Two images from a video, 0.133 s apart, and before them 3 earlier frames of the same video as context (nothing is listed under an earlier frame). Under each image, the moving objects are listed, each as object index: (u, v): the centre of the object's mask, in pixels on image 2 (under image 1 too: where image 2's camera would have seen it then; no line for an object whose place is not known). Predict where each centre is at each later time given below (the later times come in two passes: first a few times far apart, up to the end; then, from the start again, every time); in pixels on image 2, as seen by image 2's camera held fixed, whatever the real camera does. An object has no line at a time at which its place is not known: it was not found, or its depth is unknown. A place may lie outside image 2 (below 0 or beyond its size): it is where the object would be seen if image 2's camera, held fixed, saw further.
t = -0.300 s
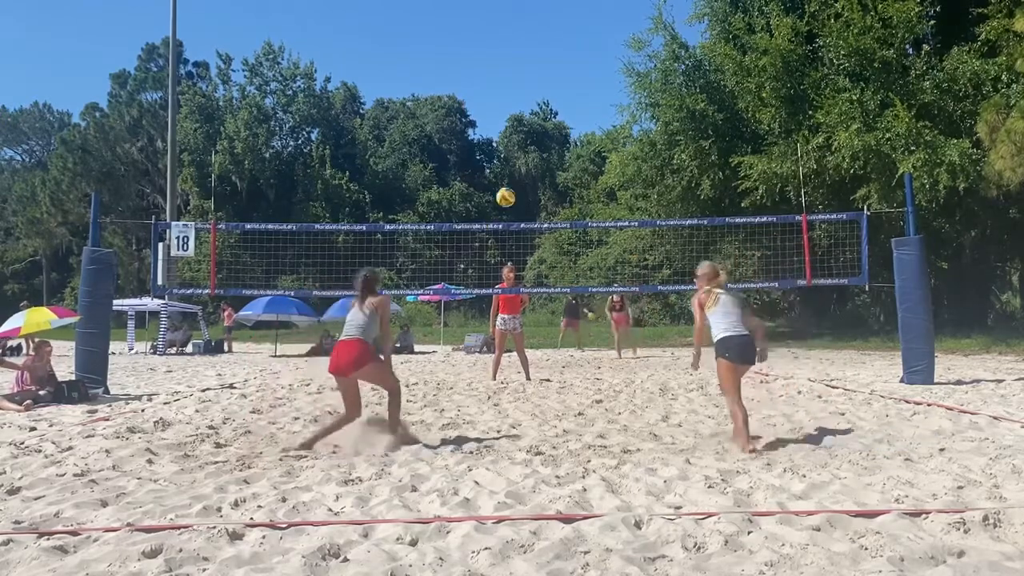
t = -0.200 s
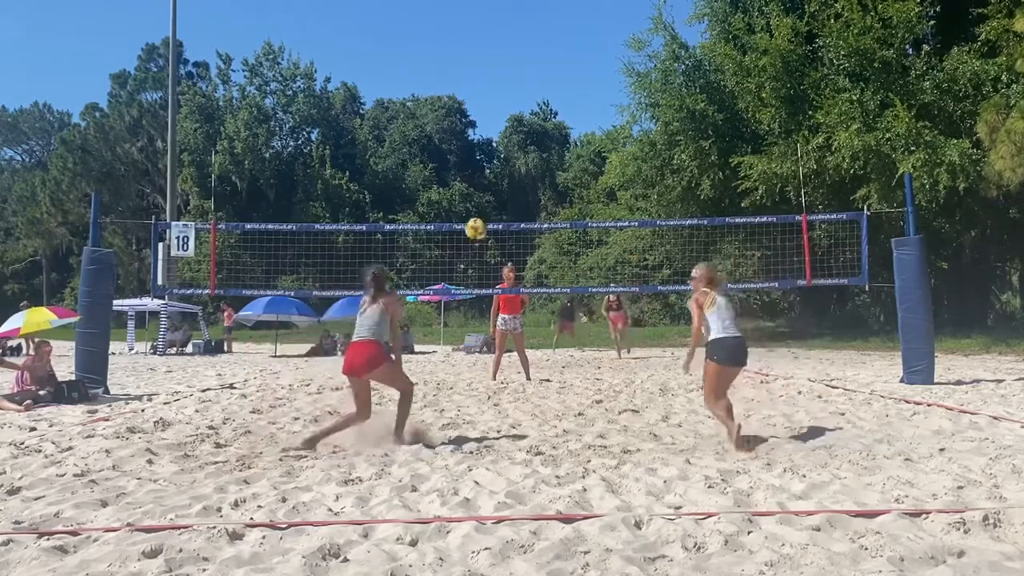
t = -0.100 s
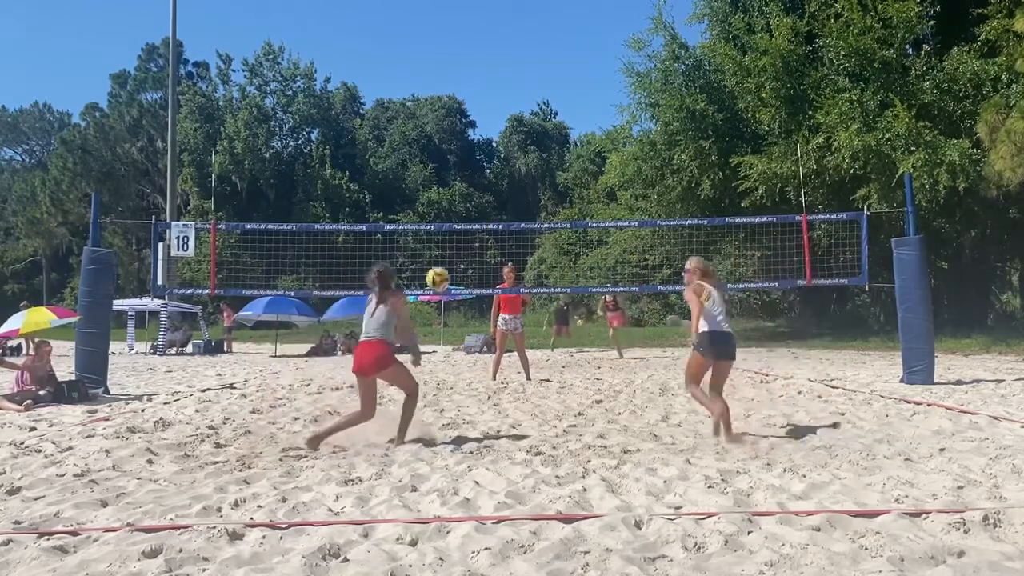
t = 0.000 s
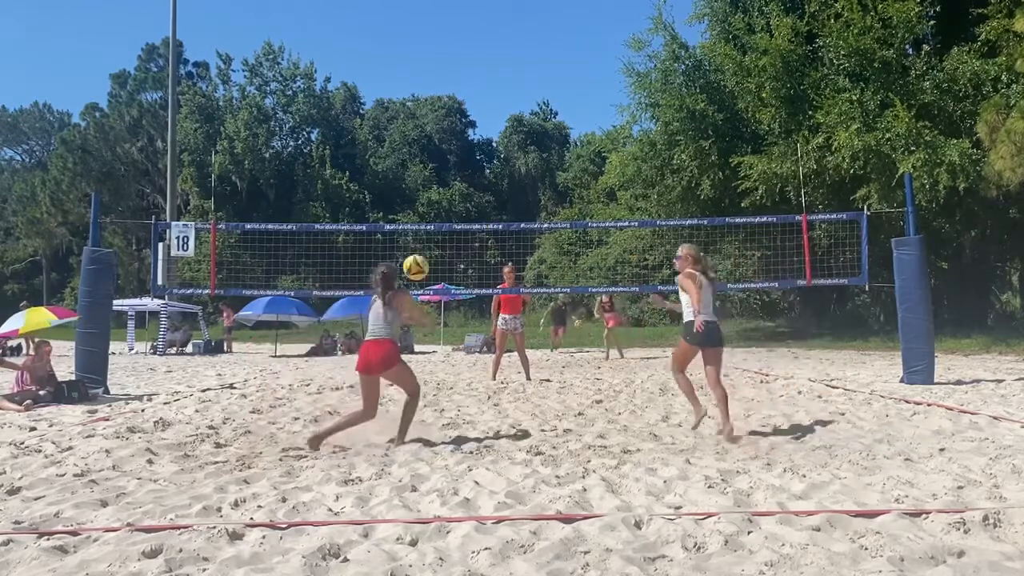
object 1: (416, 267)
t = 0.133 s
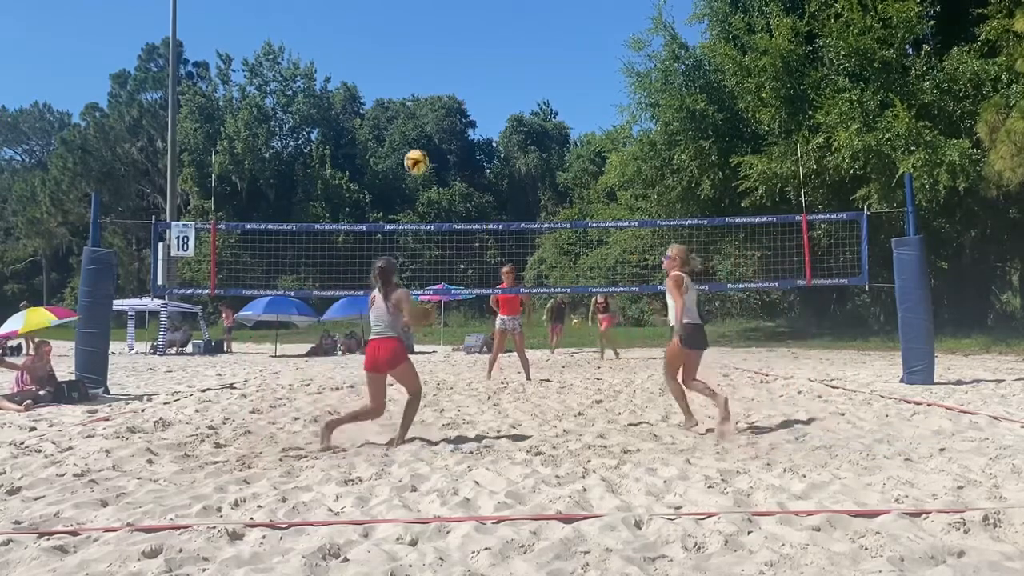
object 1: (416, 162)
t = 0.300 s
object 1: (416, 67)
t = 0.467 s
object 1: (416, 11)
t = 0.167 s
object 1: (417, 140)
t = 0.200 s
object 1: (416, 120)
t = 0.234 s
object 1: (416, 101)
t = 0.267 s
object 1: (416, 84)
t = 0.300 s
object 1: (416, 67)
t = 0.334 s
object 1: (416, 54)
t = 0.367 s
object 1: (416, 41)
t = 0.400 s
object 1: (416, 29)
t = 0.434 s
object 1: (416, 19)
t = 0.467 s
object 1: (416, 11)
